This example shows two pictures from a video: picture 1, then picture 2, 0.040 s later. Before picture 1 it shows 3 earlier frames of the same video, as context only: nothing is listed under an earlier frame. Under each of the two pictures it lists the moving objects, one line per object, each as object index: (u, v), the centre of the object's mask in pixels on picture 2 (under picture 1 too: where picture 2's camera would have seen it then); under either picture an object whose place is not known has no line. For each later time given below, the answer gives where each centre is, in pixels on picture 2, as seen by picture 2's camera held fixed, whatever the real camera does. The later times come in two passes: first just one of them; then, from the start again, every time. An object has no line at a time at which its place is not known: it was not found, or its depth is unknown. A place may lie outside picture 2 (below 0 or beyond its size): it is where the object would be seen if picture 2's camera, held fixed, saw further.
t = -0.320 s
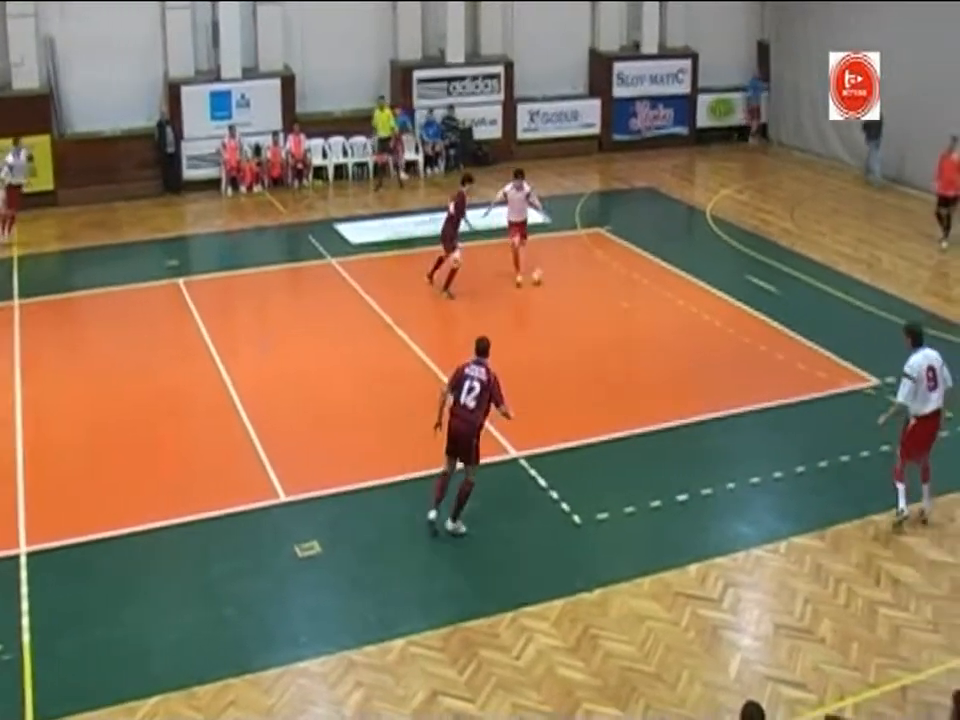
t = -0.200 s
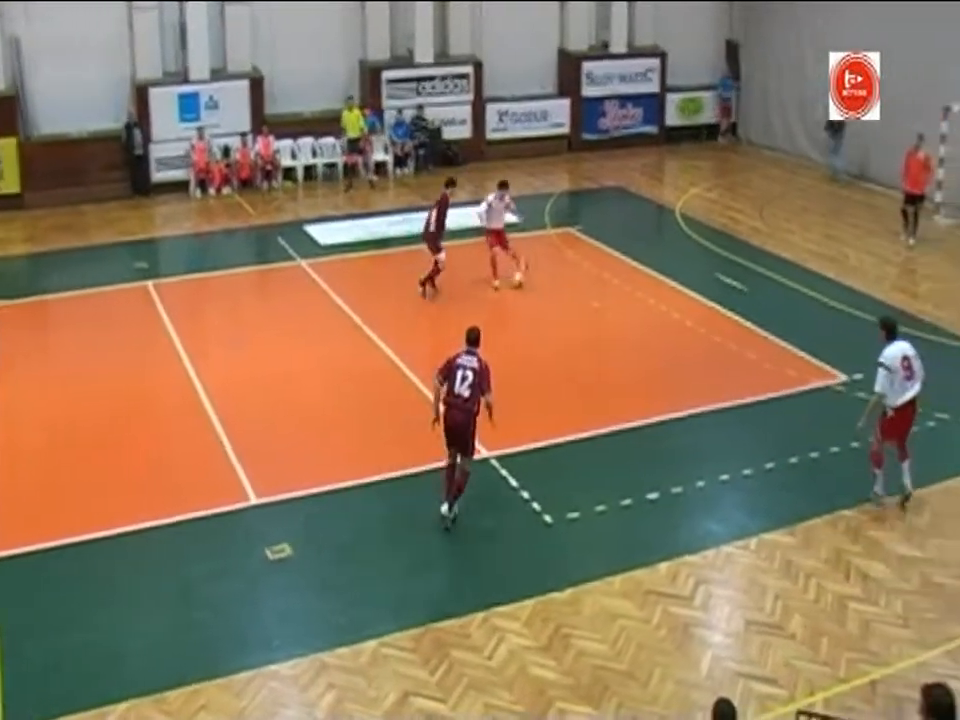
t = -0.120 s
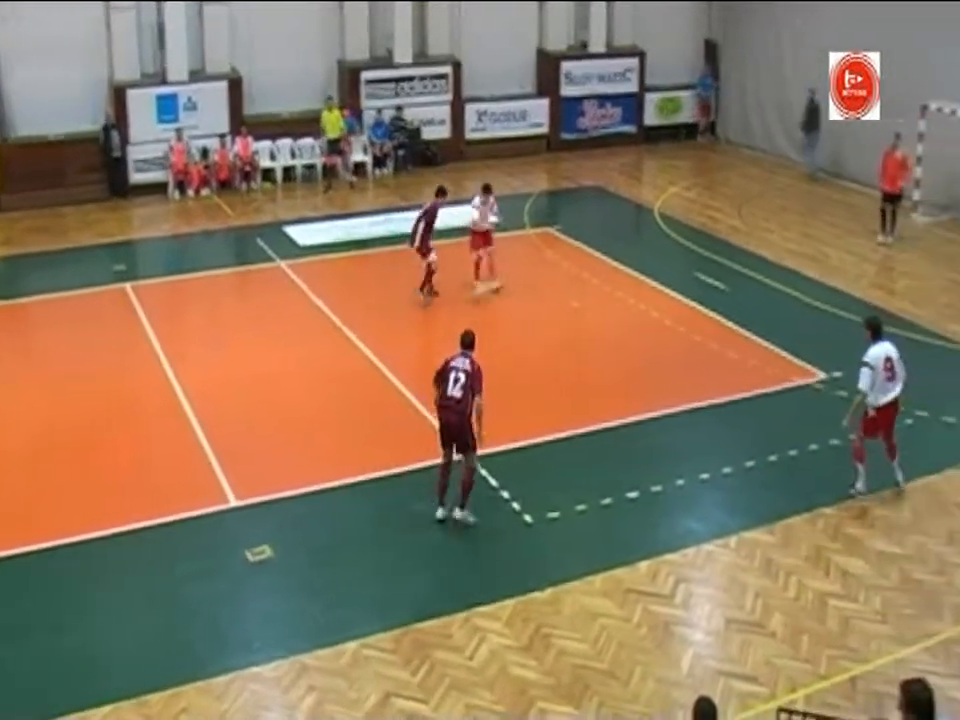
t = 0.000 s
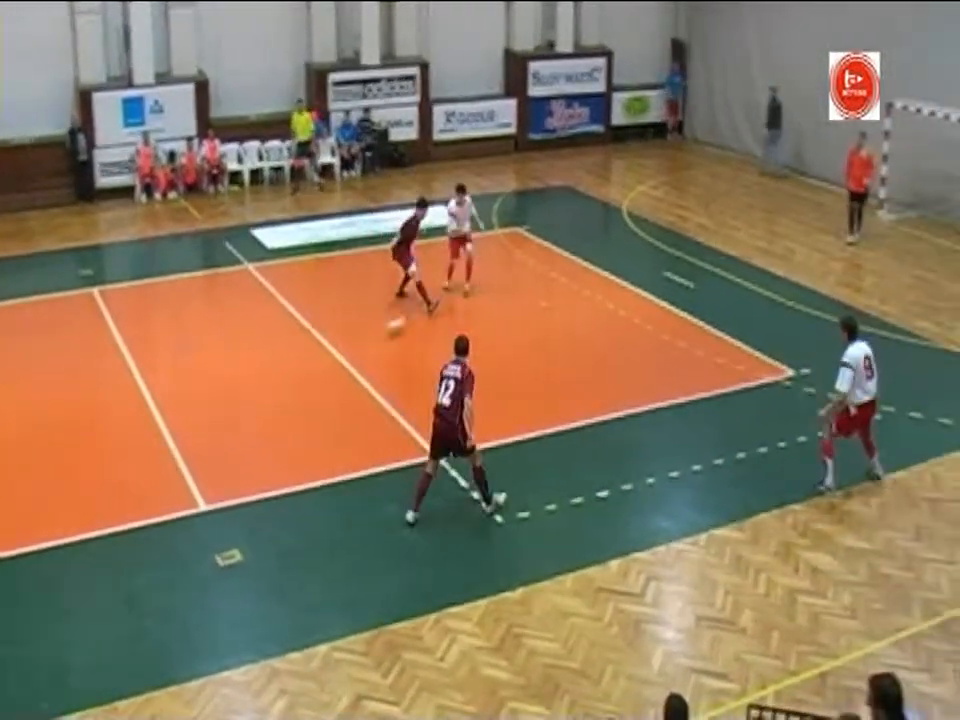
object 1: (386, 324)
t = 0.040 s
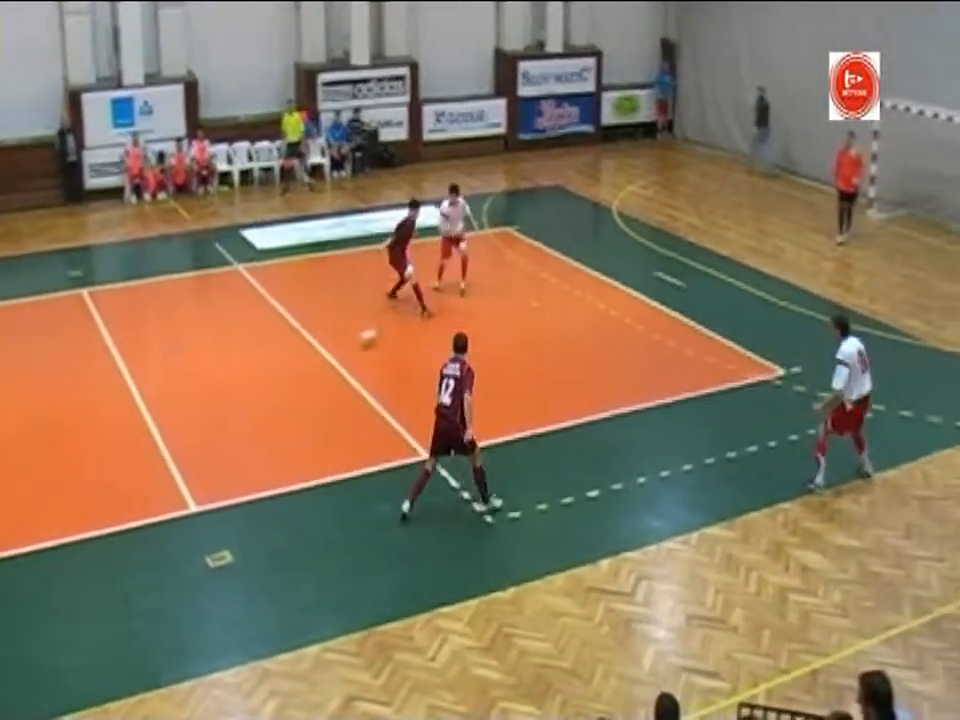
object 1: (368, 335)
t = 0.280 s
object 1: (242, 411)
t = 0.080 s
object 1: (348, 346)
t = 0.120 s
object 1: (328, 362)
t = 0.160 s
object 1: (305, 372)
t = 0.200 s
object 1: (286, 385)
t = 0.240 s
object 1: (265, 398)
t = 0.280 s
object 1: (242, 411)
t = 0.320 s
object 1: (217, 426)
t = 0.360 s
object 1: (194, 441)
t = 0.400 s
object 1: (170, 456)
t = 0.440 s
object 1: (146, 472)
